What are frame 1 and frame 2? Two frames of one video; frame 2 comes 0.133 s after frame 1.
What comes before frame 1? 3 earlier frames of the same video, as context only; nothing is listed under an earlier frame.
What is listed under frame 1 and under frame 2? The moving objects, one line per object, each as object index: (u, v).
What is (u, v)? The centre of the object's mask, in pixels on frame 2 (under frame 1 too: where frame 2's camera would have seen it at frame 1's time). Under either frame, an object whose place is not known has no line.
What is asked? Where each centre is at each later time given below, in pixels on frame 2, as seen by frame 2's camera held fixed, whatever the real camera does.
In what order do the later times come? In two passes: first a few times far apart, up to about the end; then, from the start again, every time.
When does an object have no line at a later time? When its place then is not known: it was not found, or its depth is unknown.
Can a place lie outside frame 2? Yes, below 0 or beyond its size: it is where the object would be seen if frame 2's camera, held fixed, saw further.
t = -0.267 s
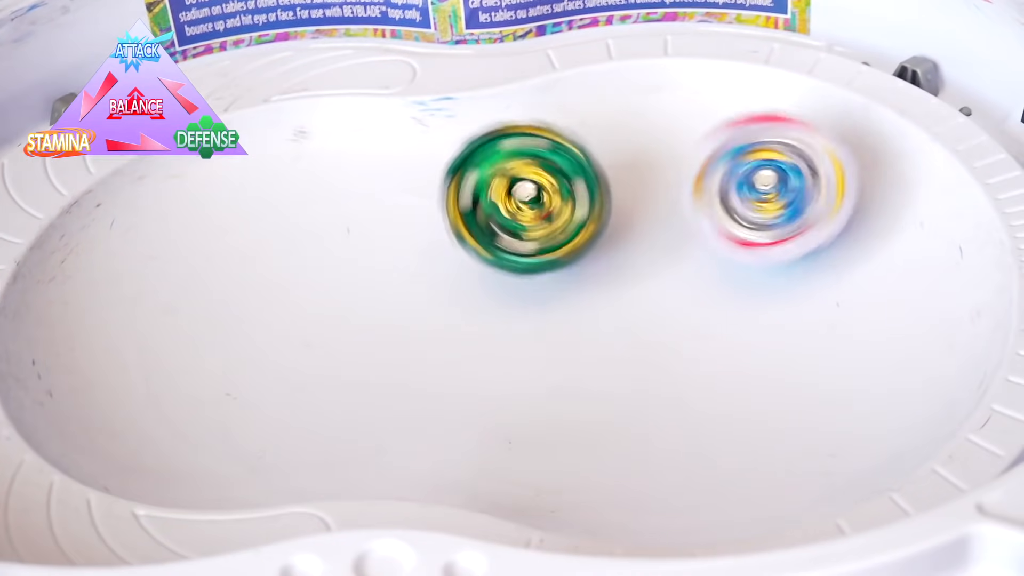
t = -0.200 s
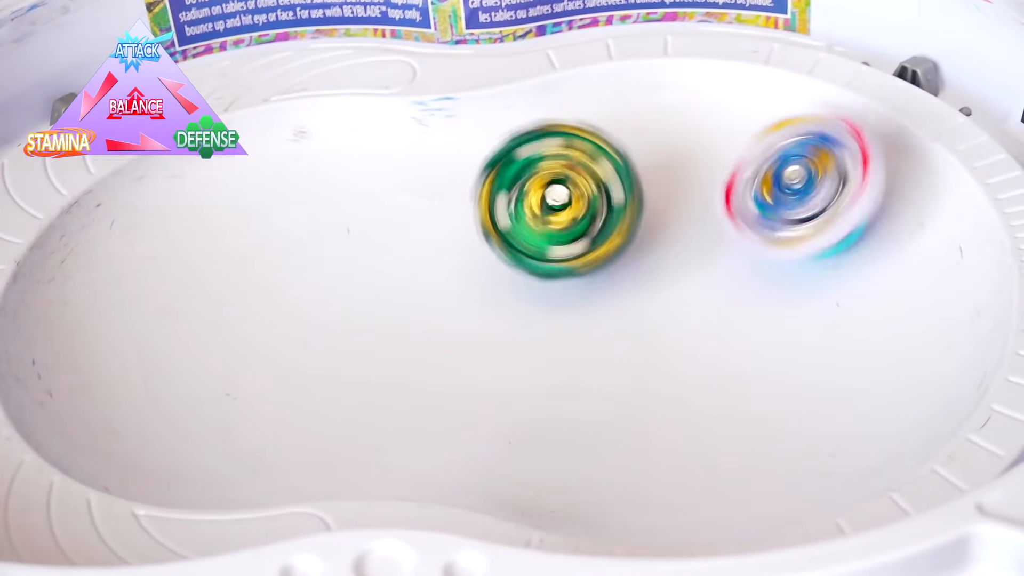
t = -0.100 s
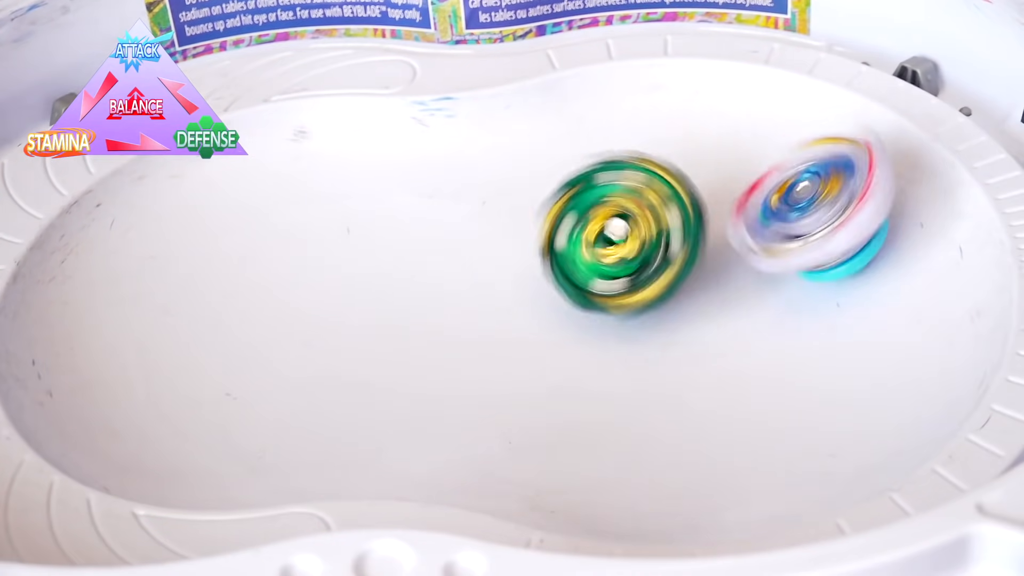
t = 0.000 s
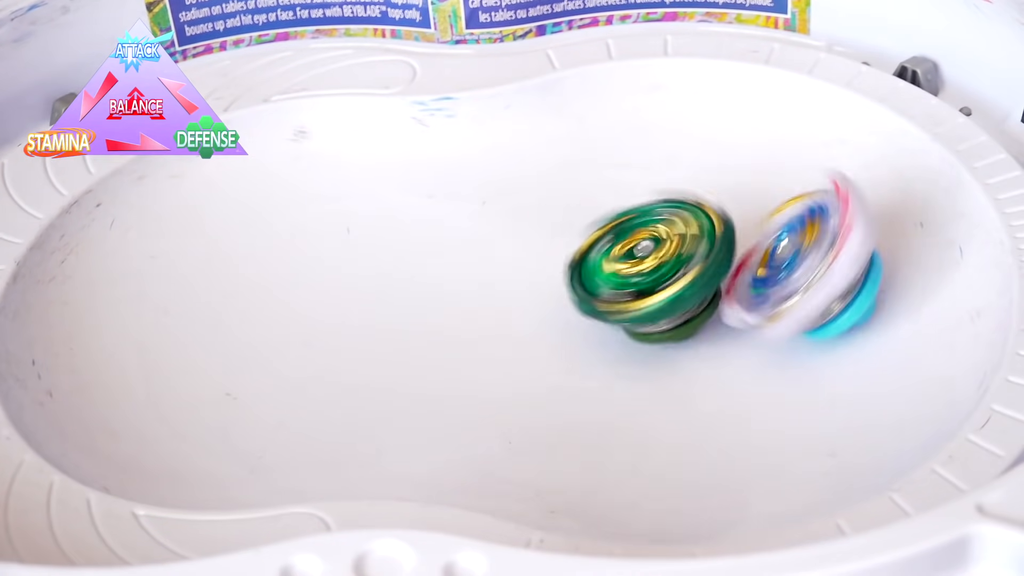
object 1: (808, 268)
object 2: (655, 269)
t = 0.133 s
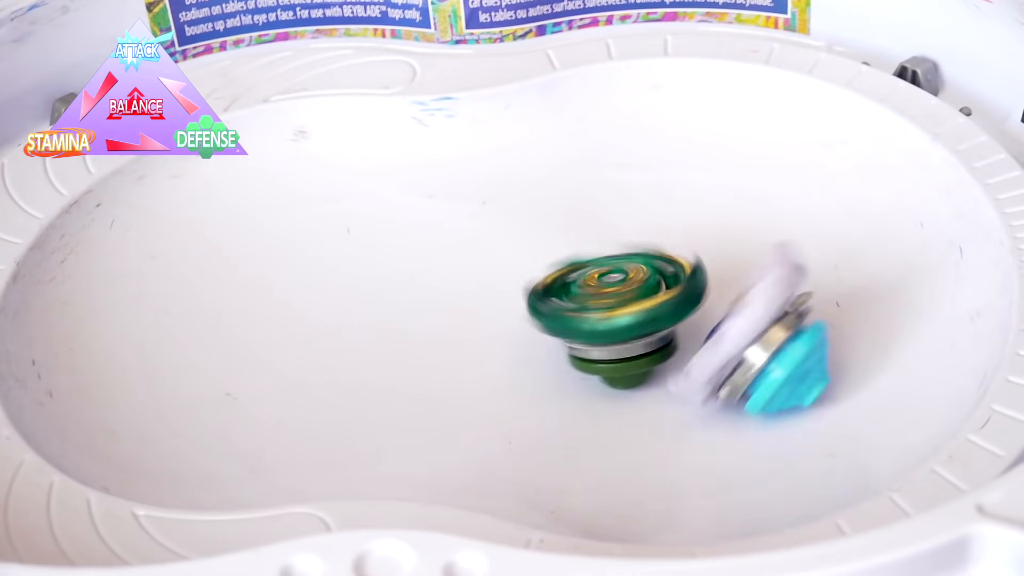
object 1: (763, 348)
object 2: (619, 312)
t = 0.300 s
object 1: (626, 435)
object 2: (539, 310)
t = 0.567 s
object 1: (579, 406)
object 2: (512, 243)
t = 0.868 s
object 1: (662, 315)
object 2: (545, 207)
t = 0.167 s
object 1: (735, 367)
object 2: (599, 316)
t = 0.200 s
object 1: (711, 391)
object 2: (583, 319)
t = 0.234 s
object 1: (680, 408)
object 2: (569, 318)
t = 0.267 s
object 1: (648, 423)
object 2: (554, 315)
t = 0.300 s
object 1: (626, 435)
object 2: (539, 310)
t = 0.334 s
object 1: (604, 443)
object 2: (530, 305)
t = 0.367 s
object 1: (590, 444)
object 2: (522, 298)
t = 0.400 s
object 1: (577, 441)
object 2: (514, 288)
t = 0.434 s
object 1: (570, 436)
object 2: (511, 279)
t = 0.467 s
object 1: (568, 430)
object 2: (508, 270)
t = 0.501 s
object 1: (572, 423)
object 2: (507, 260)
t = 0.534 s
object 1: (576, 415)
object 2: (509, 250)
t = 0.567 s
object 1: (579, 406)
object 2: (512, 243)
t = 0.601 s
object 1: (582, 392)
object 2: (512, 237)
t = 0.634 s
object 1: (589, 378)
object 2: (514, 231)
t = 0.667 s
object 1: (596, 363)
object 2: (520, 229)
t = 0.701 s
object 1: (598, 349)
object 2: (521, 229)
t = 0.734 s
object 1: (612, 337)
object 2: (523, 228)
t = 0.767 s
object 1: (625, 328)
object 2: (530, 222)
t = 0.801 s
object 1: (632, 318)
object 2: (535, 216)
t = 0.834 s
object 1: (645, 318)
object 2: (540, 211)
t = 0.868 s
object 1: (662, 315)
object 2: (545, 207)
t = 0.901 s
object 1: (677, 310)
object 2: (546, 209)
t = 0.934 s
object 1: (696, 303)
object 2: (545, 213)
